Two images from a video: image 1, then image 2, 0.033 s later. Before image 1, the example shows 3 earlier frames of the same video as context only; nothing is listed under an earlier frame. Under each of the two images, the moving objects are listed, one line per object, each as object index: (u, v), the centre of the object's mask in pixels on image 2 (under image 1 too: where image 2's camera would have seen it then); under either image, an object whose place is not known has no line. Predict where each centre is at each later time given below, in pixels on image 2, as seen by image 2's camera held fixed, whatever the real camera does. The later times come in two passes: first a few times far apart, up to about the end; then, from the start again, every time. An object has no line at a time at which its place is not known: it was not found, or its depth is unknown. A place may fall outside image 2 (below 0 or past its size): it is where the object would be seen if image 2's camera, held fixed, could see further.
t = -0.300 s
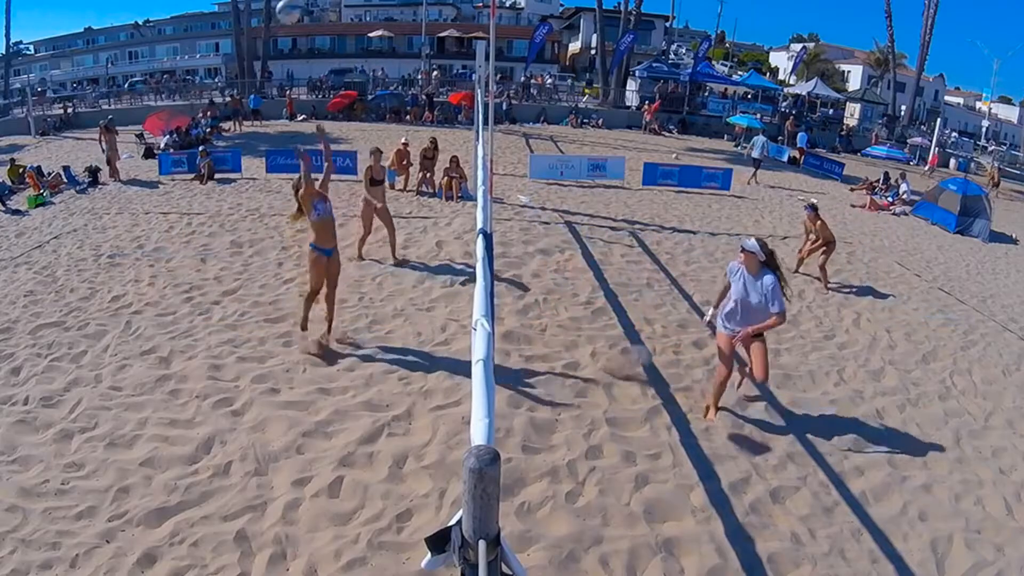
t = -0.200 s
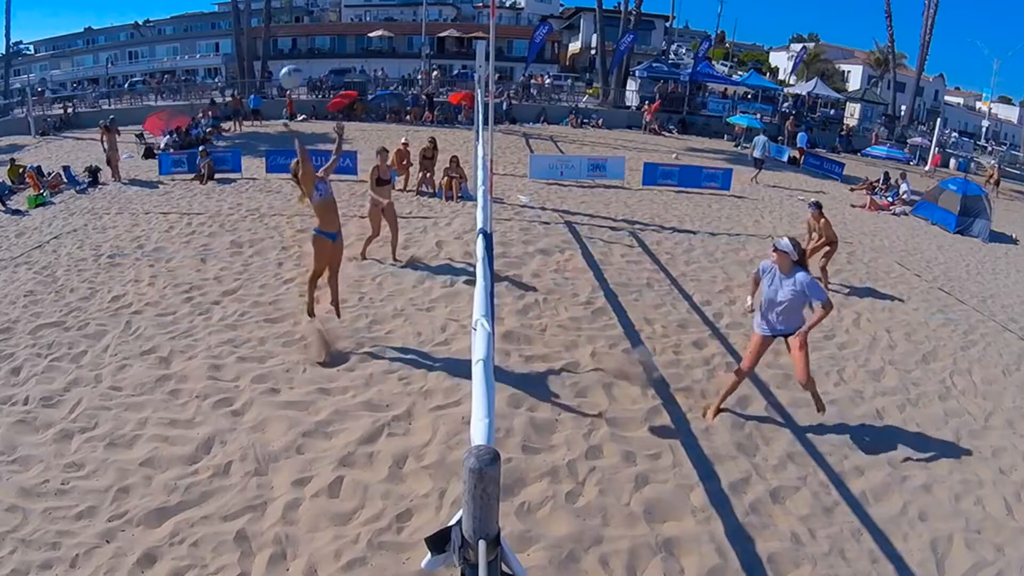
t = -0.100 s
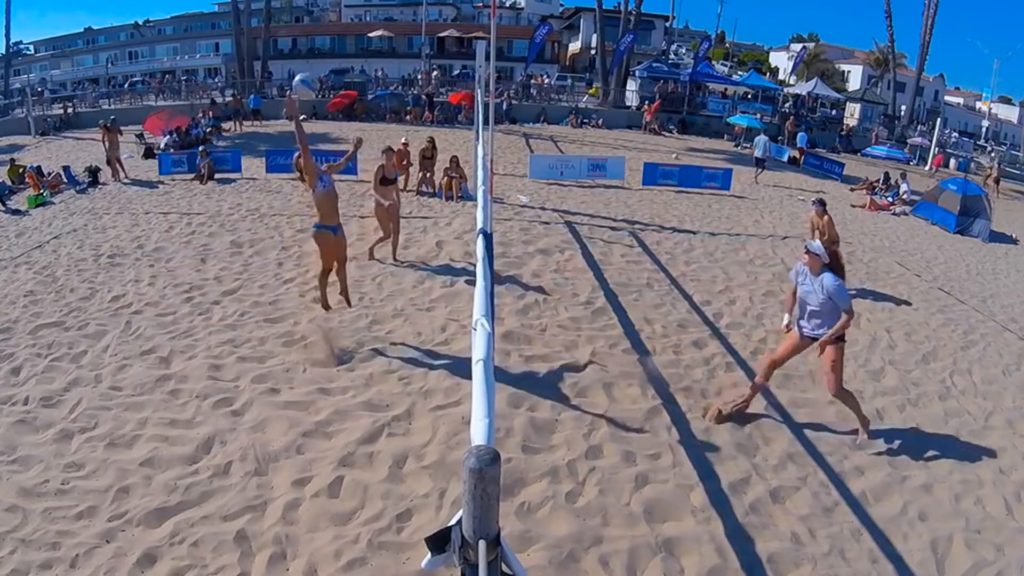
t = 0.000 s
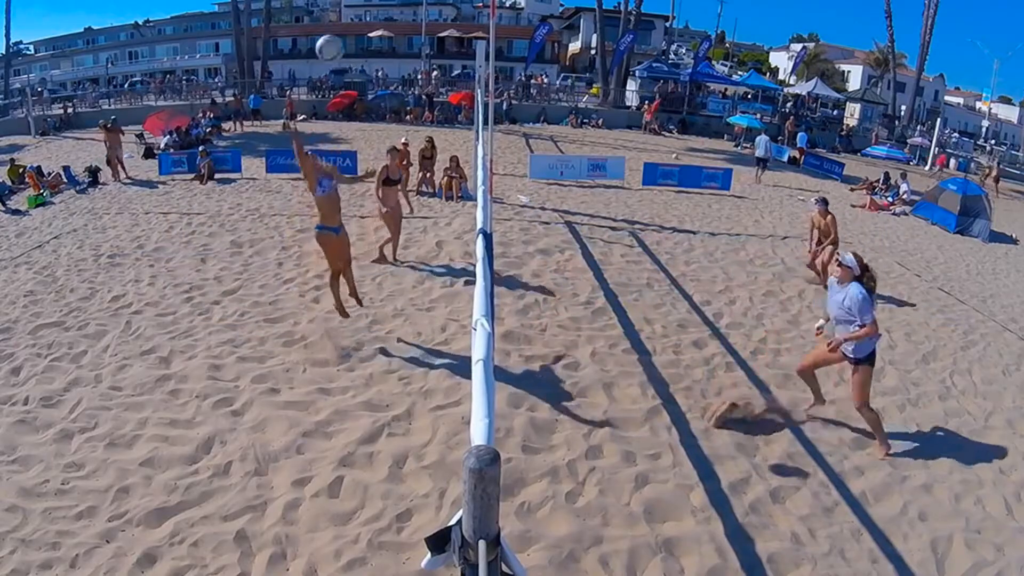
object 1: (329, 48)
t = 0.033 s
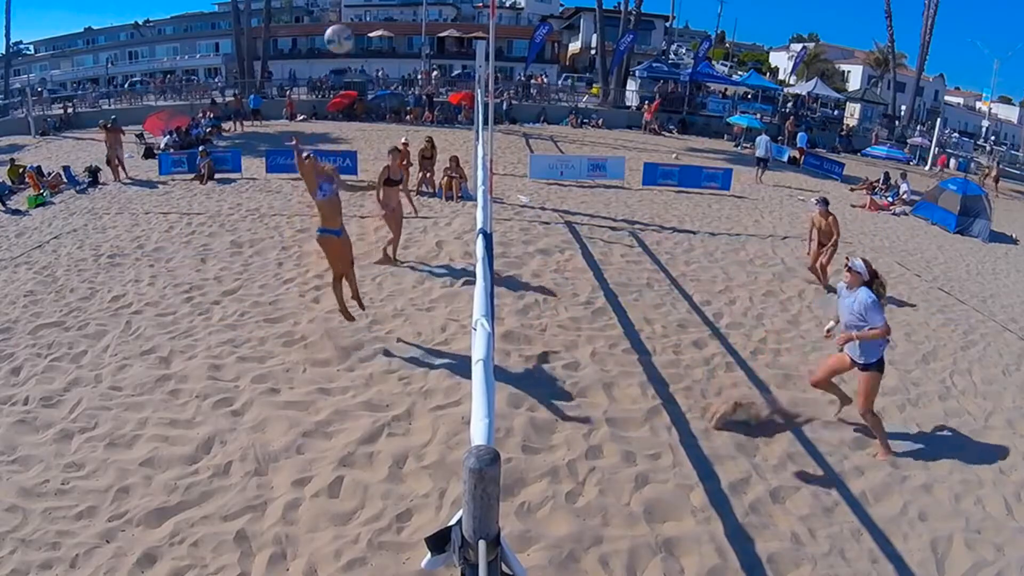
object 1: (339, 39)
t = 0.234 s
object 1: (404, 8)
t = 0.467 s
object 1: (506, 35)
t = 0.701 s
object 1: (625, 184)
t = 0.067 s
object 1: (347, 30)
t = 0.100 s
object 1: (359, 21)
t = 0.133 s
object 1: (369, 14)
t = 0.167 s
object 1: (379, 10)
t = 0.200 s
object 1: (392, 9)
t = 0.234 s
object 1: (404, 8)
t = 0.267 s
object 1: (417, 7)
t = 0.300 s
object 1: (432, 9)
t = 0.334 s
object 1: (444, 9)
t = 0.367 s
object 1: (459, 11)
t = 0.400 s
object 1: (474, 16)
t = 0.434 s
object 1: (488, 23)
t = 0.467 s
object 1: (506, 35)
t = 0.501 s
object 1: (522, 48)
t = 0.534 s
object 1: (539, 63)
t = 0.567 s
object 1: (557, 83)
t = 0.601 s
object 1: (573, 105)
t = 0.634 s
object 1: (591, 127)
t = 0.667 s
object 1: (608, 155)
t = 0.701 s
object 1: (625, 184)
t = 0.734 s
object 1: (643, 216)
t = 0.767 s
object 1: (658, 248)
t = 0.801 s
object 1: (673, 283)
